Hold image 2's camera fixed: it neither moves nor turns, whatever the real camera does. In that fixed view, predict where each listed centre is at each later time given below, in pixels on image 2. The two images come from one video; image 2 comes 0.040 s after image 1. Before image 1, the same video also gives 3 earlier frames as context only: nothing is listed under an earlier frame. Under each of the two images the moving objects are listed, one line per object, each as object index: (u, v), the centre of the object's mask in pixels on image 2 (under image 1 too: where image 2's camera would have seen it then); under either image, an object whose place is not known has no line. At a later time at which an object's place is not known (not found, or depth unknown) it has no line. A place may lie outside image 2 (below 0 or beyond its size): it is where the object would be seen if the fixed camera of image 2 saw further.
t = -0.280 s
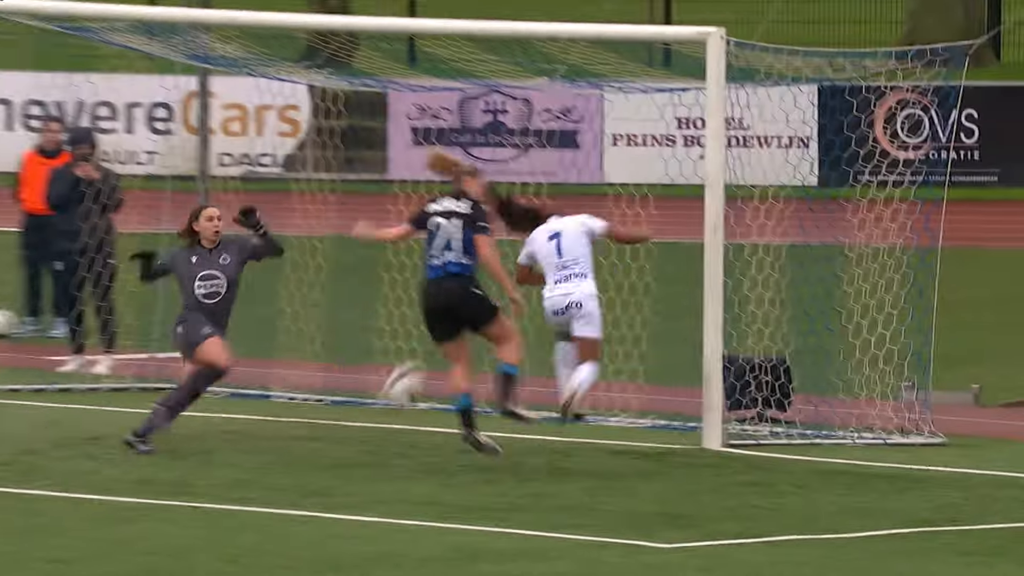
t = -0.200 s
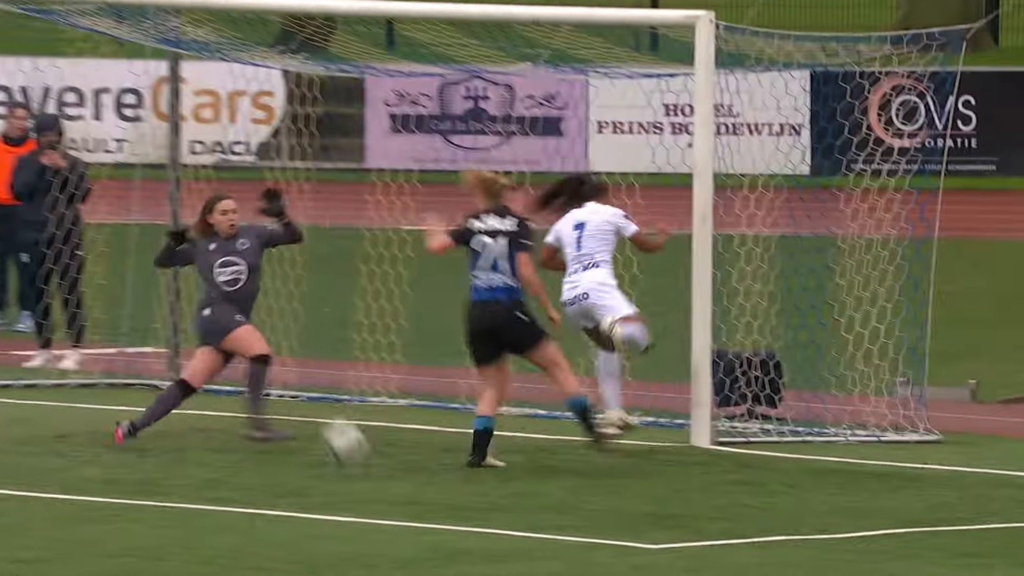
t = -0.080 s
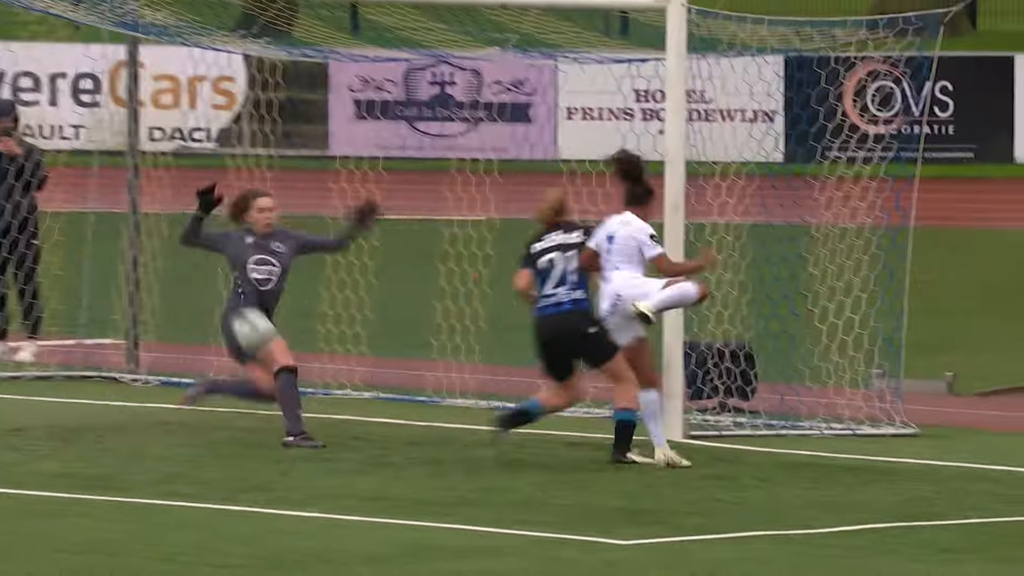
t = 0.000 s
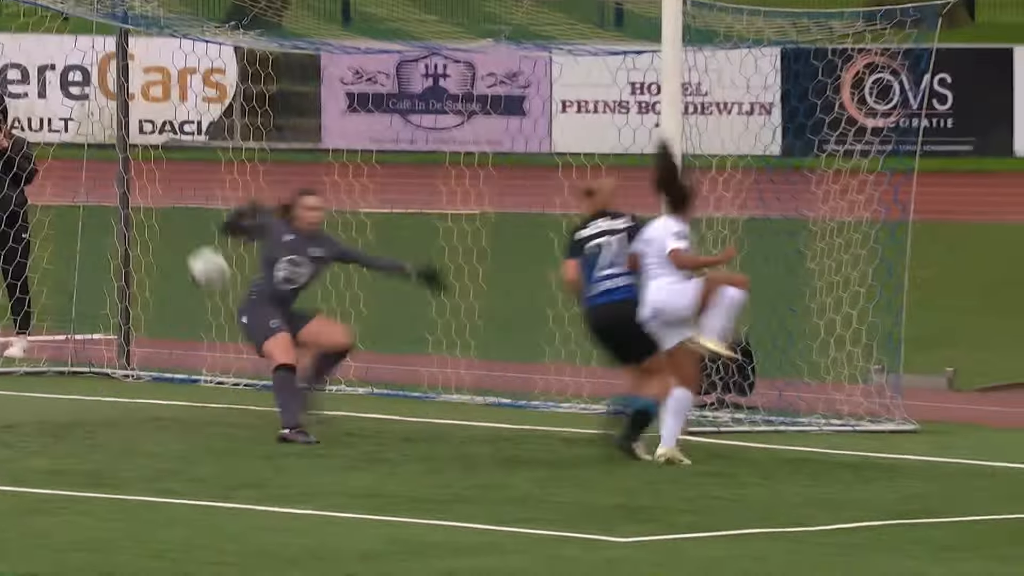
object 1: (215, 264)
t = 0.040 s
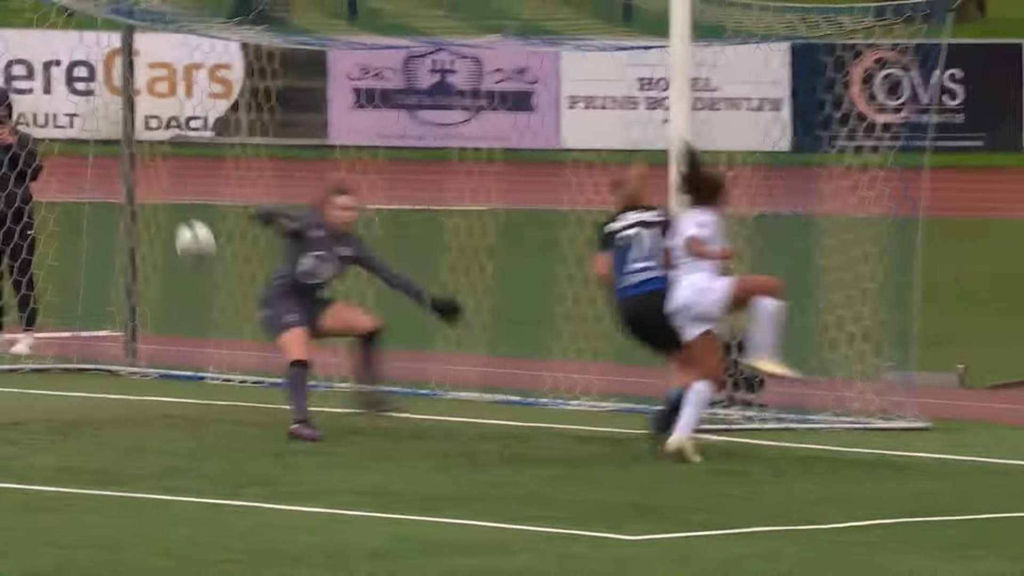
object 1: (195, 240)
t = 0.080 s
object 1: (176, 219)
